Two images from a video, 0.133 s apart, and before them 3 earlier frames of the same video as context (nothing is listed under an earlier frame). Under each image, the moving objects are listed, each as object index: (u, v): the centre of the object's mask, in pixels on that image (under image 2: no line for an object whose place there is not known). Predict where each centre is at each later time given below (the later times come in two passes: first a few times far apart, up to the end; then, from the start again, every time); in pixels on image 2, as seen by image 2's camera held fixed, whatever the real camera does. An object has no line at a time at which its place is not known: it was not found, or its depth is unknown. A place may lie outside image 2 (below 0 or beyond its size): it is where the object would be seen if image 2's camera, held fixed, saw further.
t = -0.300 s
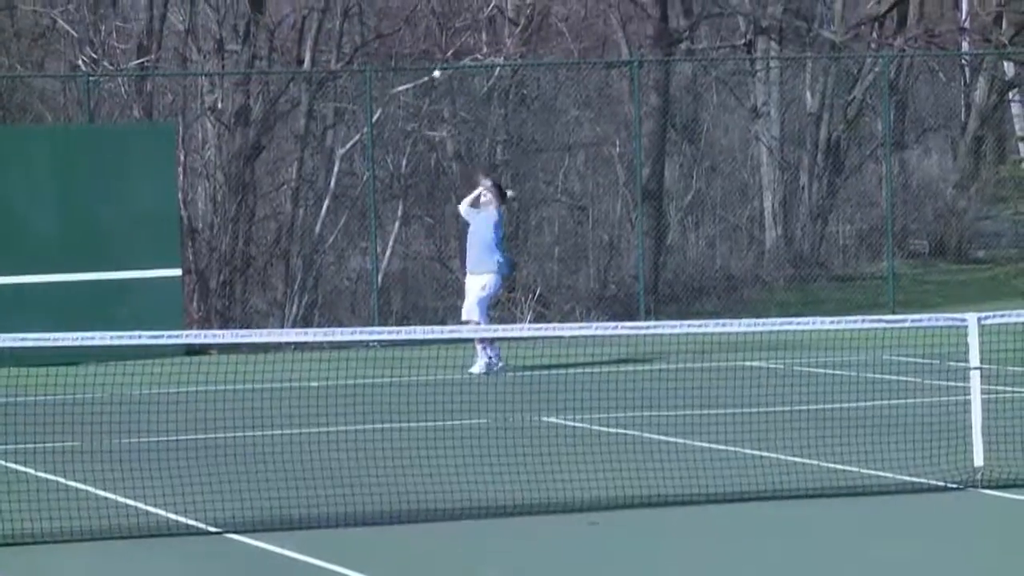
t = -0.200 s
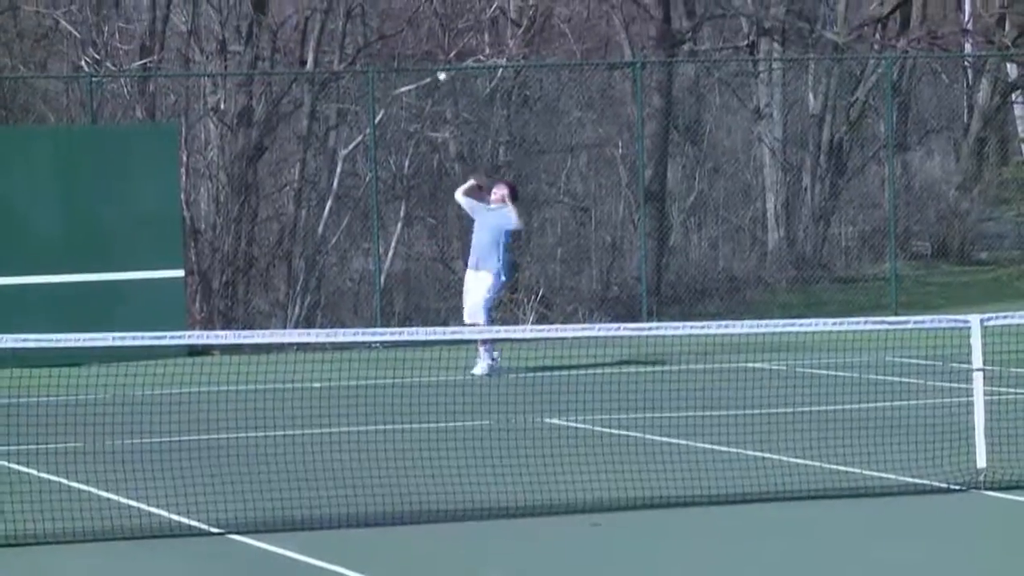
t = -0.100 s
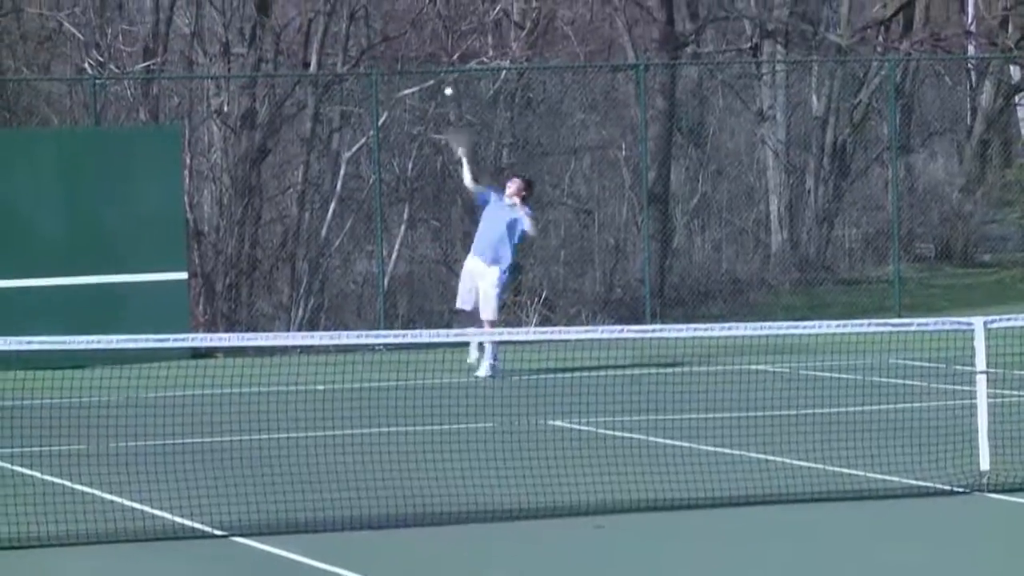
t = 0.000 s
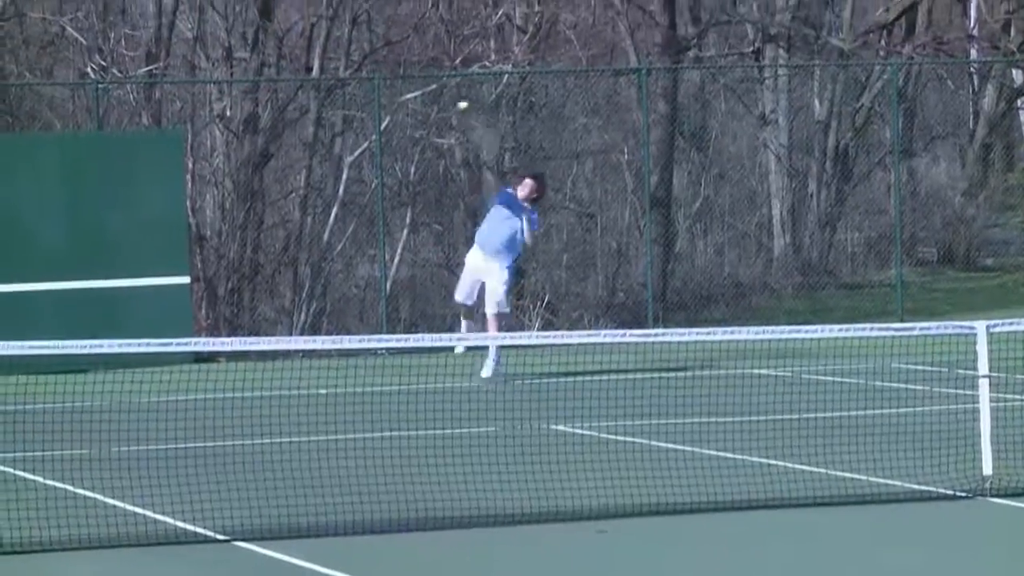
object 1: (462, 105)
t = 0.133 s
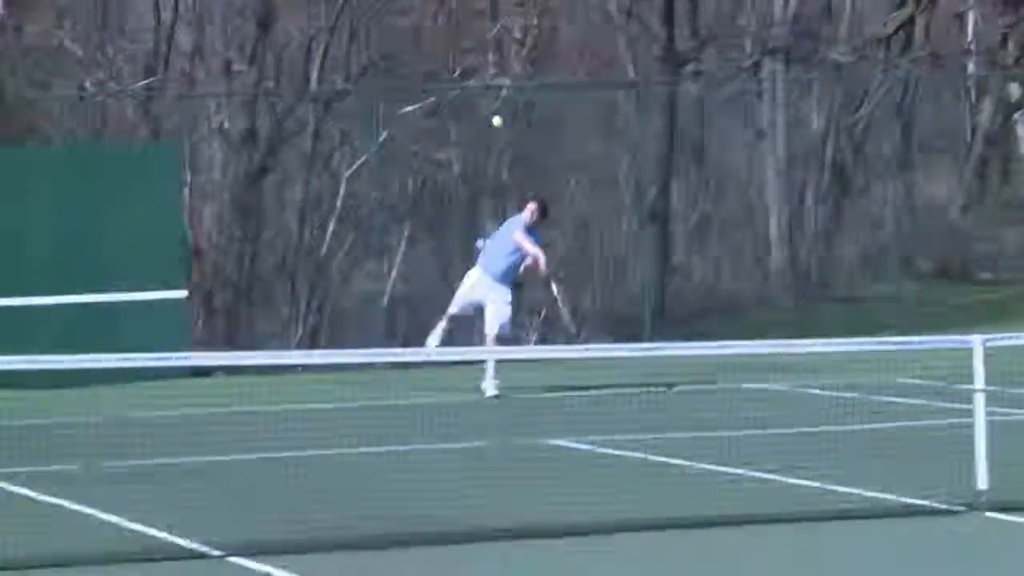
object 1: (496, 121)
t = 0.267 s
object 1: (546, 149)
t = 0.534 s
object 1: (675, 325)
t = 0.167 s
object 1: (508, 125)
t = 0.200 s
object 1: (520, 131)
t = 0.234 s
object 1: (533, 139)
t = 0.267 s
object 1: (546, 149)
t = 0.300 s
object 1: (559, 161)
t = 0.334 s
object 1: (573, 175)
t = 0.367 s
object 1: (587, 193)
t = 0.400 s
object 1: (601, 213)
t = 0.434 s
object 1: (617, 236)
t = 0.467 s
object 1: (635, 262)
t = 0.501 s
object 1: (654, 292)
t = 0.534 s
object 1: (675, 325)
